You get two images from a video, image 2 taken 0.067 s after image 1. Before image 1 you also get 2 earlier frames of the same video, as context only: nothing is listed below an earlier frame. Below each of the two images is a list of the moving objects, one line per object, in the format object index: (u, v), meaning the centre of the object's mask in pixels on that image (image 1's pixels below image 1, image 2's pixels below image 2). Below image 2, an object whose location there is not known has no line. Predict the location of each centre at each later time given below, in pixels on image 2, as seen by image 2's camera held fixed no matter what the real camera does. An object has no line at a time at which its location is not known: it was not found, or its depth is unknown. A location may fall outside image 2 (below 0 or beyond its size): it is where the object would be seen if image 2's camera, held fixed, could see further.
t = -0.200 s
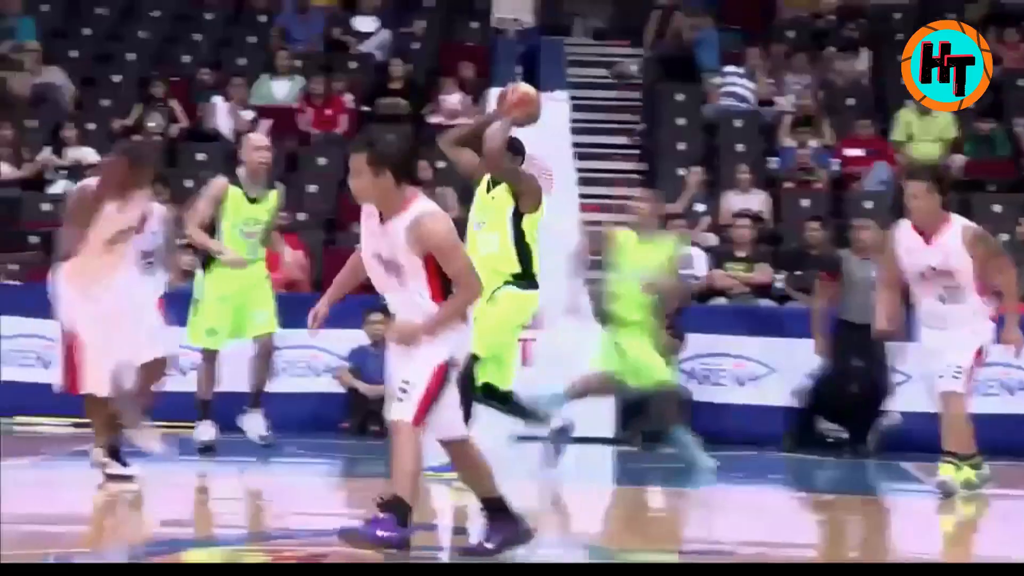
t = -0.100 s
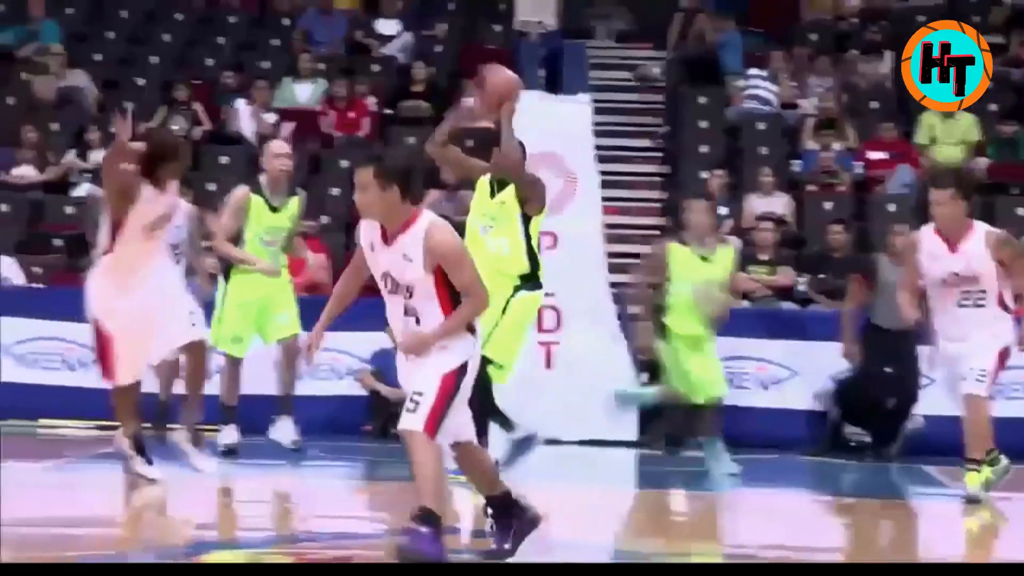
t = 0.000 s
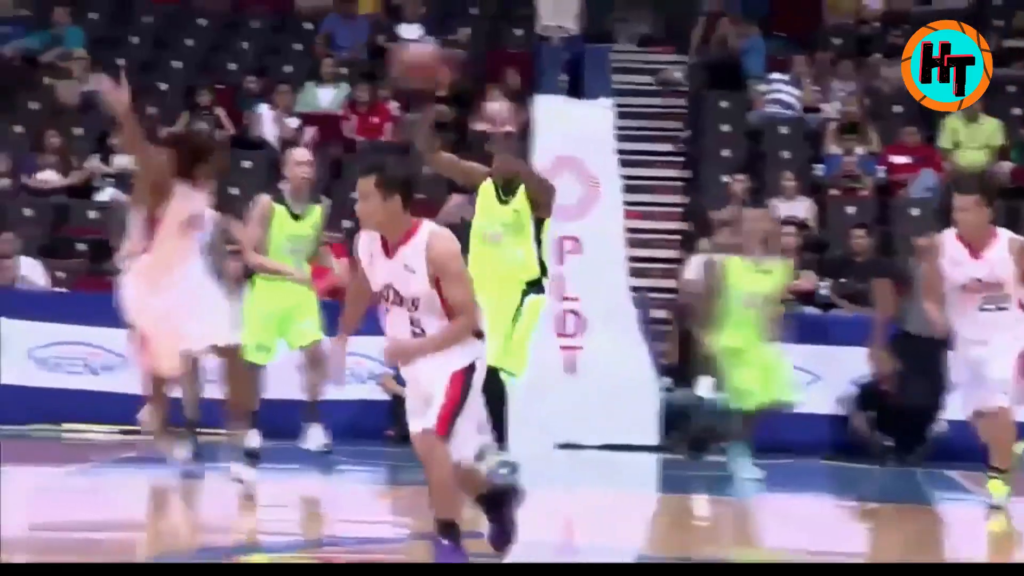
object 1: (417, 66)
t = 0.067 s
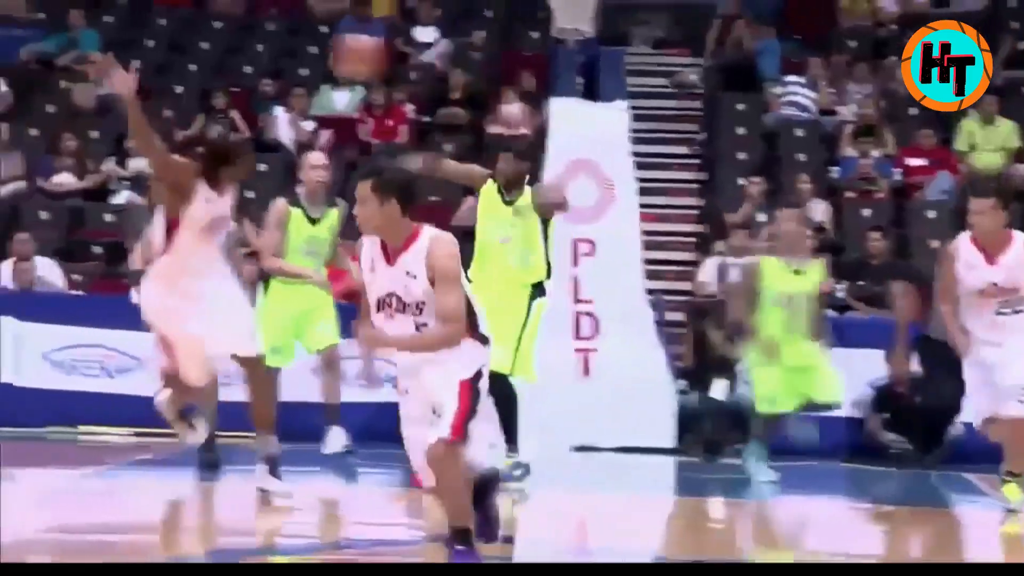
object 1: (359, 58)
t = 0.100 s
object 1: (321, 53)
